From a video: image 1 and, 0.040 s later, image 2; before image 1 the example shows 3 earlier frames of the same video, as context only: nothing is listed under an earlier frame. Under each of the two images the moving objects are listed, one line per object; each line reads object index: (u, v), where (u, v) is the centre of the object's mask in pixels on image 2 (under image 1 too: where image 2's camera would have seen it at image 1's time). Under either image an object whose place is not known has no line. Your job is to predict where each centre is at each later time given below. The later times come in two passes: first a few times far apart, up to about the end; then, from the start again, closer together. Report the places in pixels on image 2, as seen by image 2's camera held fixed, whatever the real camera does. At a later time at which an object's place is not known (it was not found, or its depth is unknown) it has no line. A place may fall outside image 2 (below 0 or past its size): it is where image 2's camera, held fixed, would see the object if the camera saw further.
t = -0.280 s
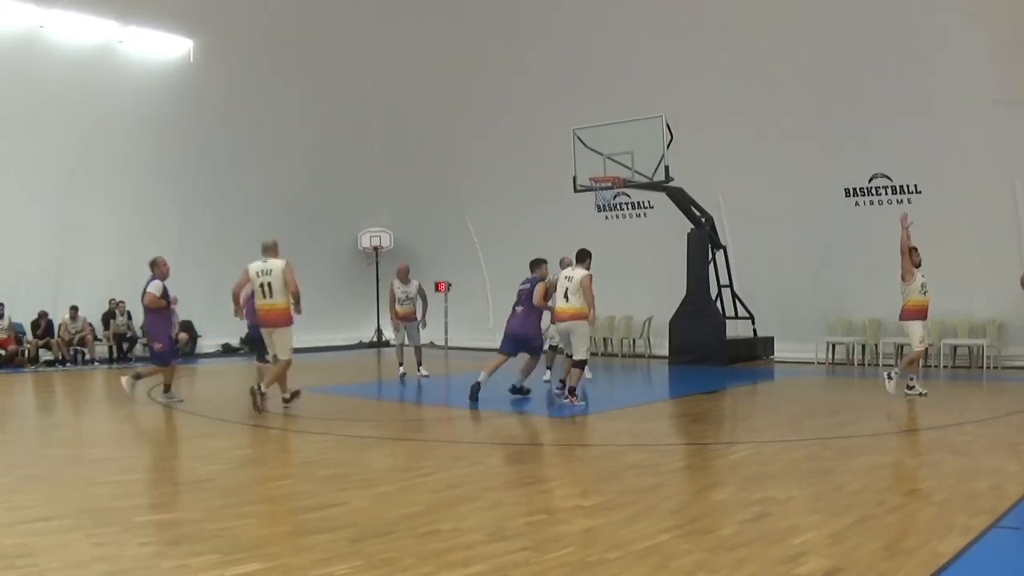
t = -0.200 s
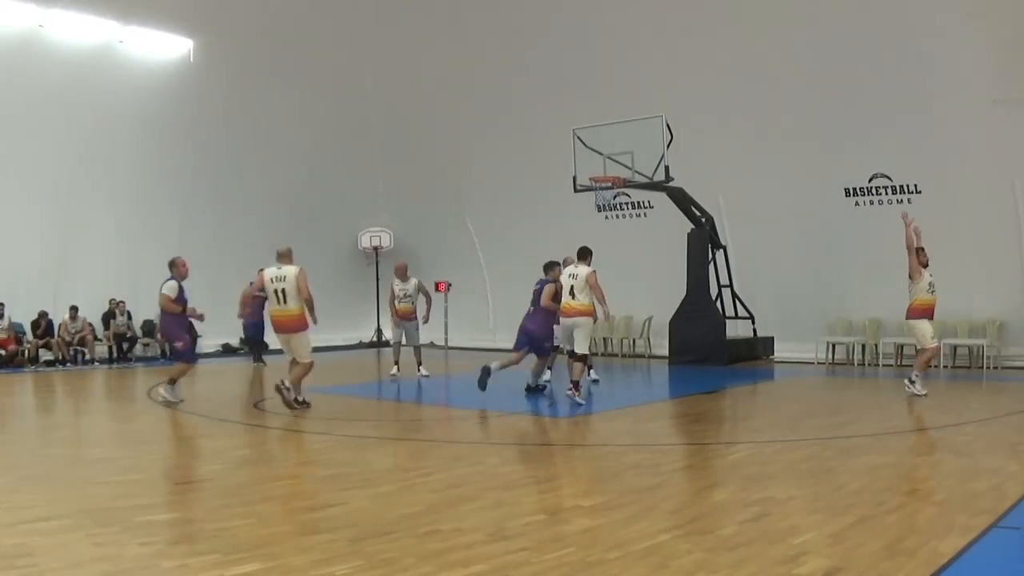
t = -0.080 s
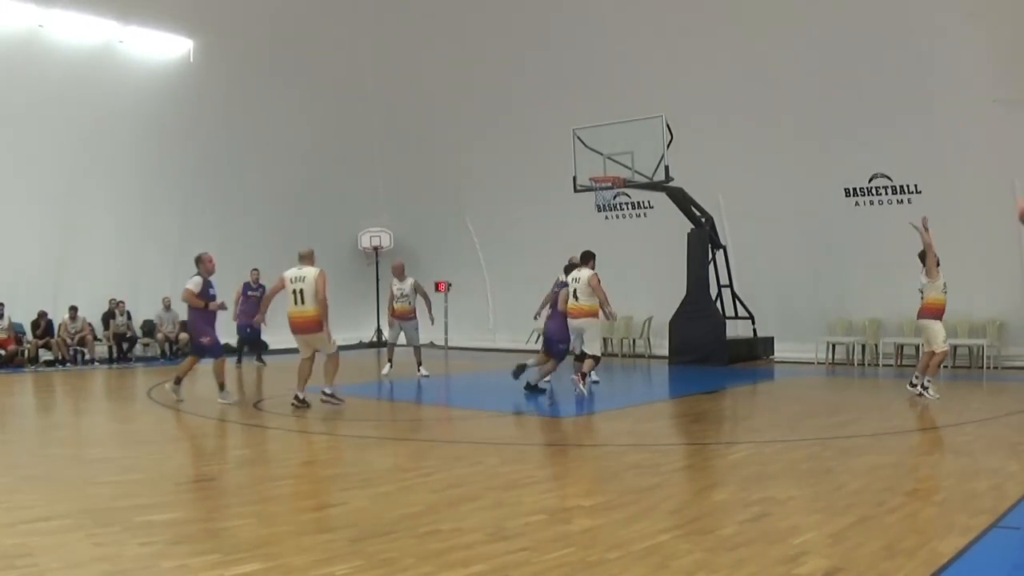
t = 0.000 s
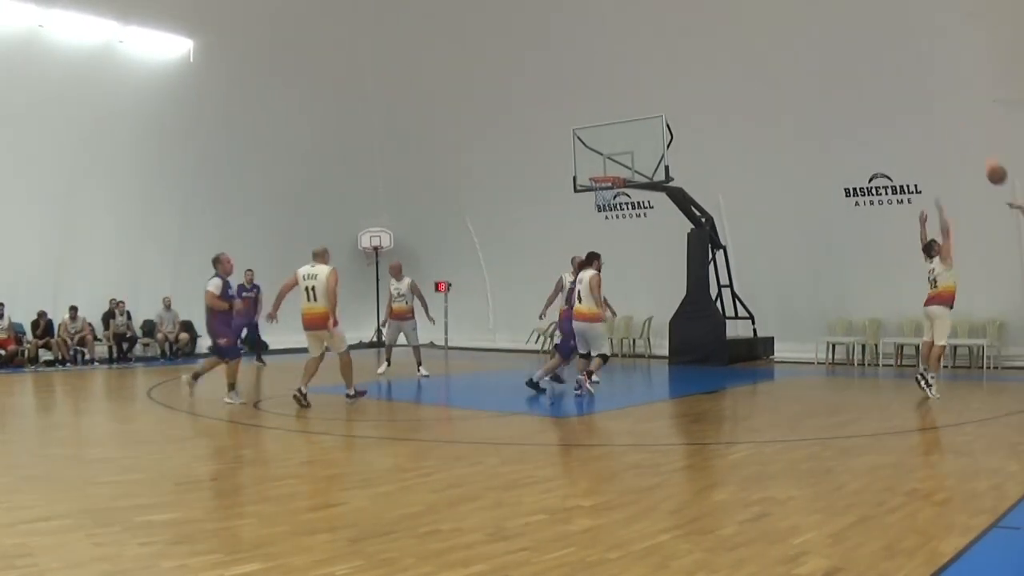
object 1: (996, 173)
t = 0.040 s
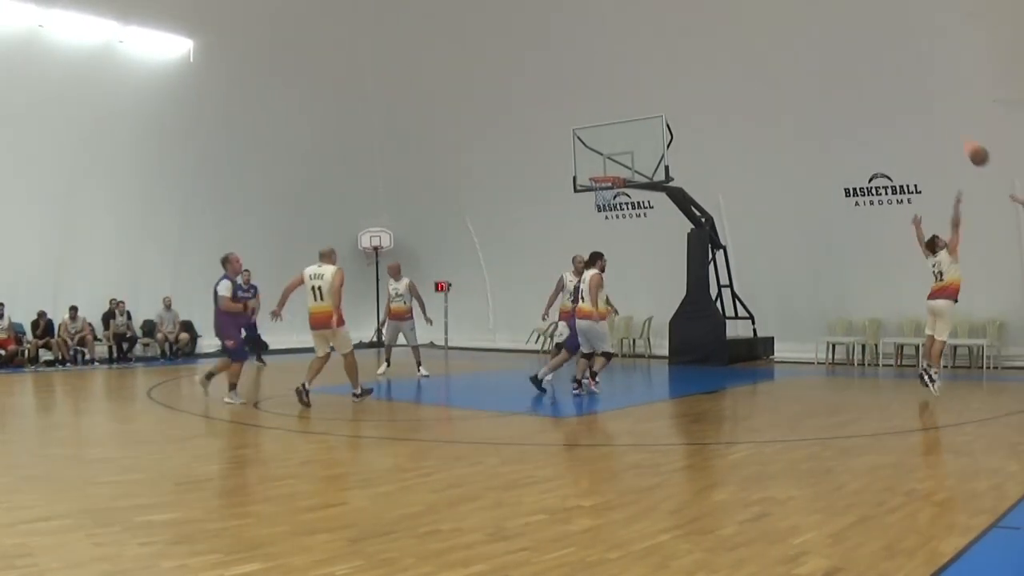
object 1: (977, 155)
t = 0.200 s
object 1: (911, 98)
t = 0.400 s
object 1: (834, 60)
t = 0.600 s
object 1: (766, 53)
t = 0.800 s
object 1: (706, 75)
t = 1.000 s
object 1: (652, 119)
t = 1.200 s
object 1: (607, 185)
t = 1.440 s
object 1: (603, 206)
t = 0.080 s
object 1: (960, 138)
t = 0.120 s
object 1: (944, 124)
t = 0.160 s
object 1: (927, 110)
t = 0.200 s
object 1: (911, 98)
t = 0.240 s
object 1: (895, 87)
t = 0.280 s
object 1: (879, 78)
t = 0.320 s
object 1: (864, 71)
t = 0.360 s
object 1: (848, 64)
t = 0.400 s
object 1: (834, 60)
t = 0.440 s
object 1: (819, 56)
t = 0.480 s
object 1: (805, 53)
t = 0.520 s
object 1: (792, 53)
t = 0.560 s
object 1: (779, 52)
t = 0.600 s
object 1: (766, 53)
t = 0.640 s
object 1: (753, 56)
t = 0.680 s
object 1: (741, 59)
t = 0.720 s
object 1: (729, 63)
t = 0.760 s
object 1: (717, 68)
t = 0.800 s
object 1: (706, 75)
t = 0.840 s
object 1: (694, 82)
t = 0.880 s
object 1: (684, 90)
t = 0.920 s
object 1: (673, 99)
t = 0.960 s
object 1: (663, 108)
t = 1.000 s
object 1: (652, 119)
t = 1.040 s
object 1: (642, 131)
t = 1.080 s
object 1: (632, 144)
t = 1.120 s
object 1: (622, 157)
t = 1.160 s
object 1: (613, 171)
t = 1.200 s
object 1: (607, 185)
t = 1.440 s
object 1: (603, 206)
